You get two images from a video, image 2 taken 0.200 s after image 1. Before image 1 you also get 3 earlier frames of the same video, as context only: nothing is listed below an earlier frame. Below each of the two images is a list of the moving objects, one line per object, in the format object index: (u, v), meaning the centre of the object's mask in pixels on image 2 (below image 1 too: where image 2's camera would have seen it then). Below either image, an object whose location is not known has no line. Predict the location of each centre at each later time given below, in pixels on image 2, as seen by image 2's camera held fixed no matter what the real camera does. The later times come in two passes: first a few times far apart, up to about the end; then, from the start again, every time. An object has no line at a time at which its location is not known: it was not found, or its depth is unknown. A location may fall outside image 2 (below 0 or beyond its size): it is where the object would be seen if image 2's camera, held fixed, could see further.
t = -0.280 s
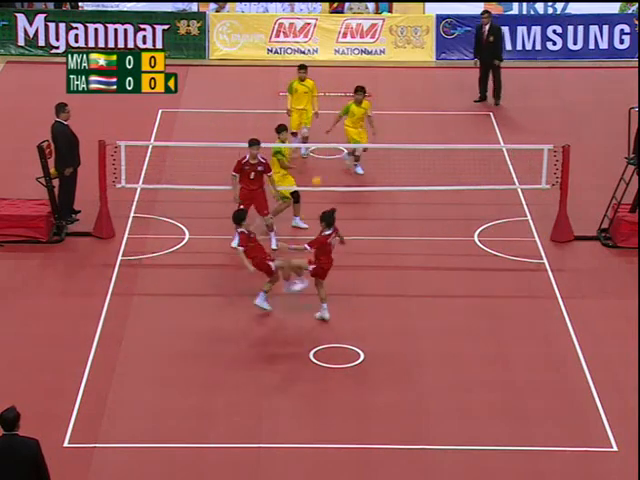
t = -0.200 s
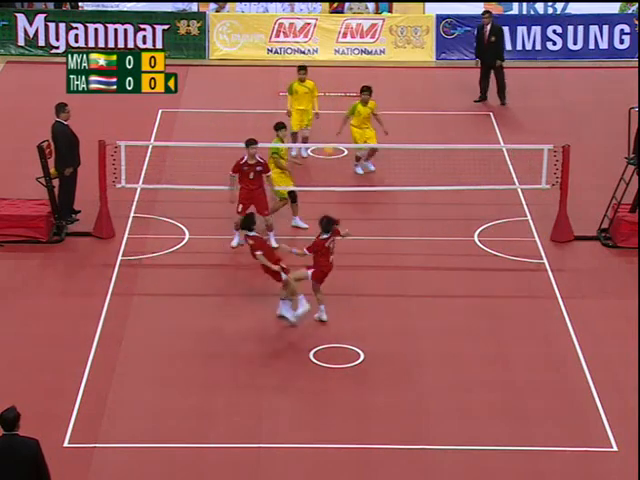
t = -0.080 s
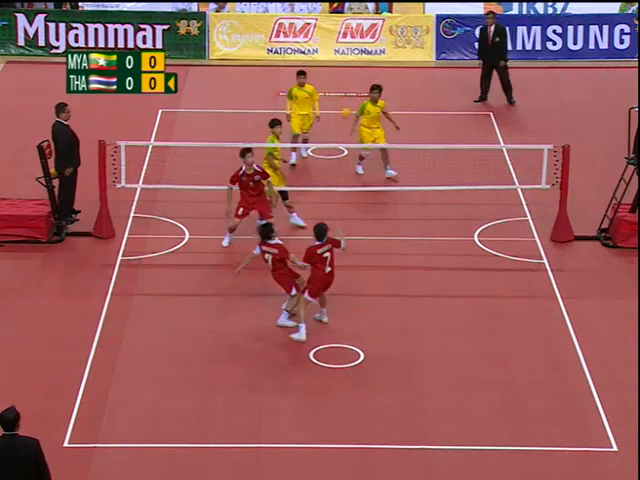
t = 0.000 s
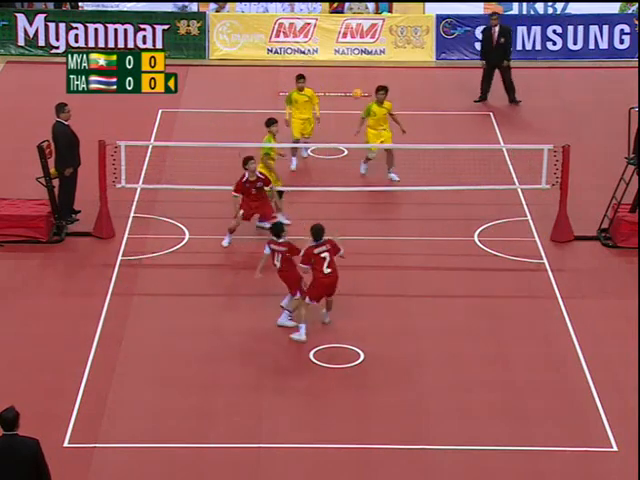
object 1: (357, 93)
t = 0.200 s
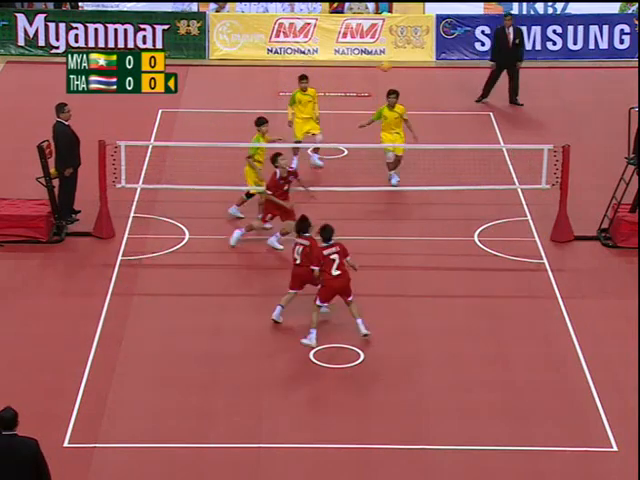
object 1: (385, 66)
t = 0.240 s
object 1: (389, 65)
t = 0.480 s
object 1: (421, 76)
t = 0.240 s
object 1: (389, 65)
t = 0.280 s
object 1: (395, 64)
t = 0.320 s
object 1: (403, 63)
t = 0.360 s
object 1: (405, 66)
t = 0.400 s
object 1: (411, 68)
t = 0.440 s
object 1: (416, 71)
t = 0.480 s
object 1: (421, 76)
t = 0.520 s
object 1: (426, 83)
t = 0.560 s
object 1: (431, 89)
